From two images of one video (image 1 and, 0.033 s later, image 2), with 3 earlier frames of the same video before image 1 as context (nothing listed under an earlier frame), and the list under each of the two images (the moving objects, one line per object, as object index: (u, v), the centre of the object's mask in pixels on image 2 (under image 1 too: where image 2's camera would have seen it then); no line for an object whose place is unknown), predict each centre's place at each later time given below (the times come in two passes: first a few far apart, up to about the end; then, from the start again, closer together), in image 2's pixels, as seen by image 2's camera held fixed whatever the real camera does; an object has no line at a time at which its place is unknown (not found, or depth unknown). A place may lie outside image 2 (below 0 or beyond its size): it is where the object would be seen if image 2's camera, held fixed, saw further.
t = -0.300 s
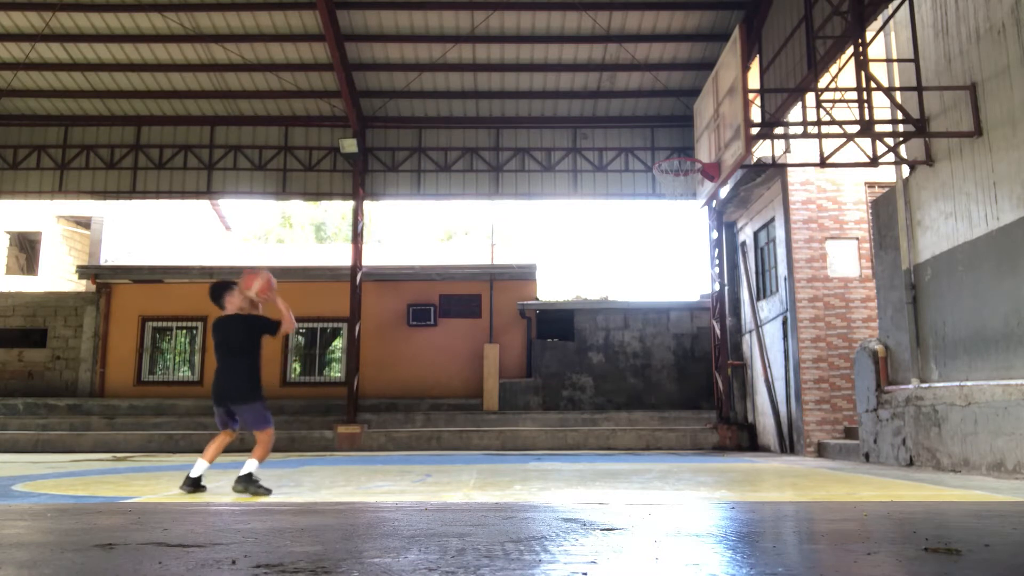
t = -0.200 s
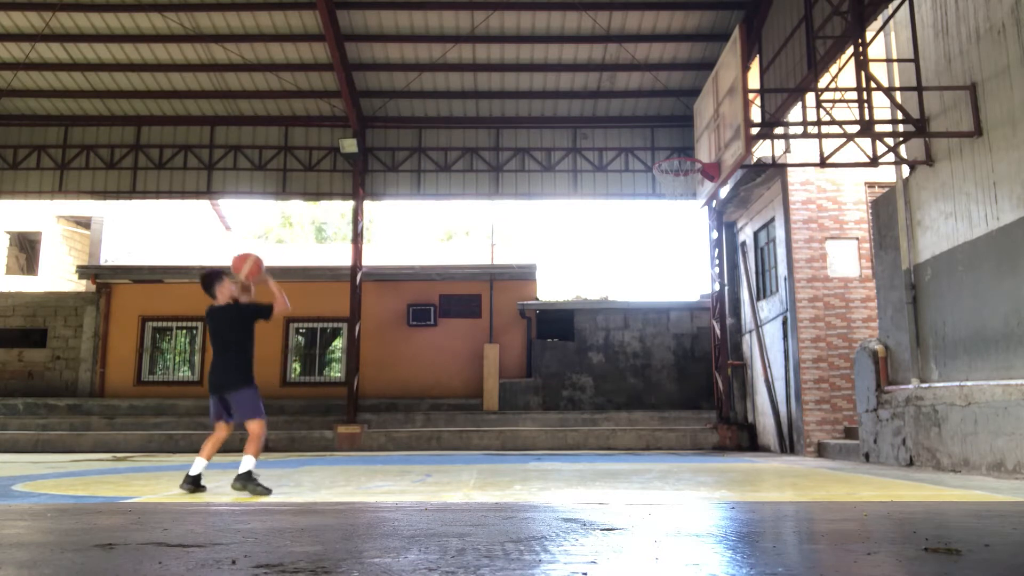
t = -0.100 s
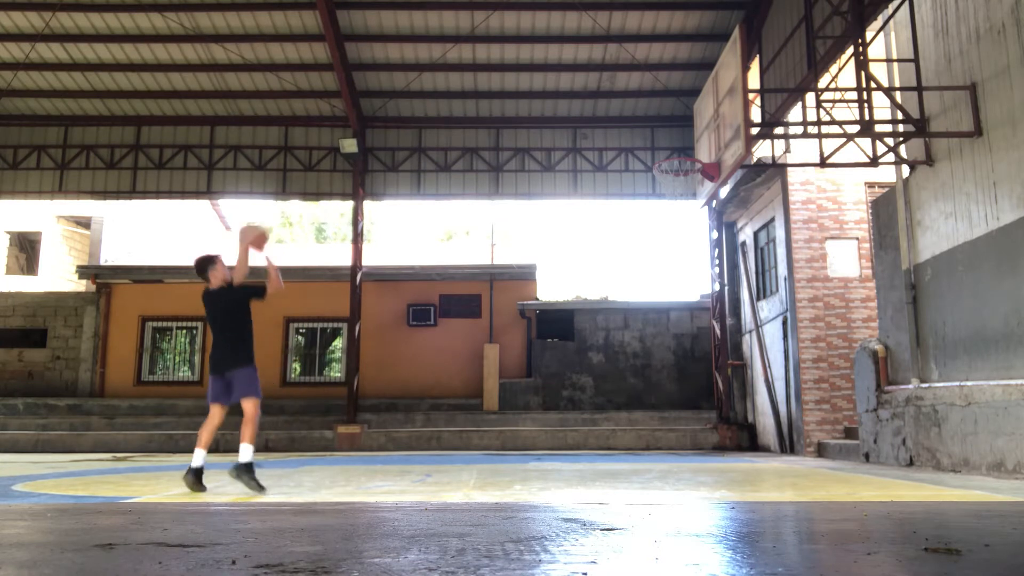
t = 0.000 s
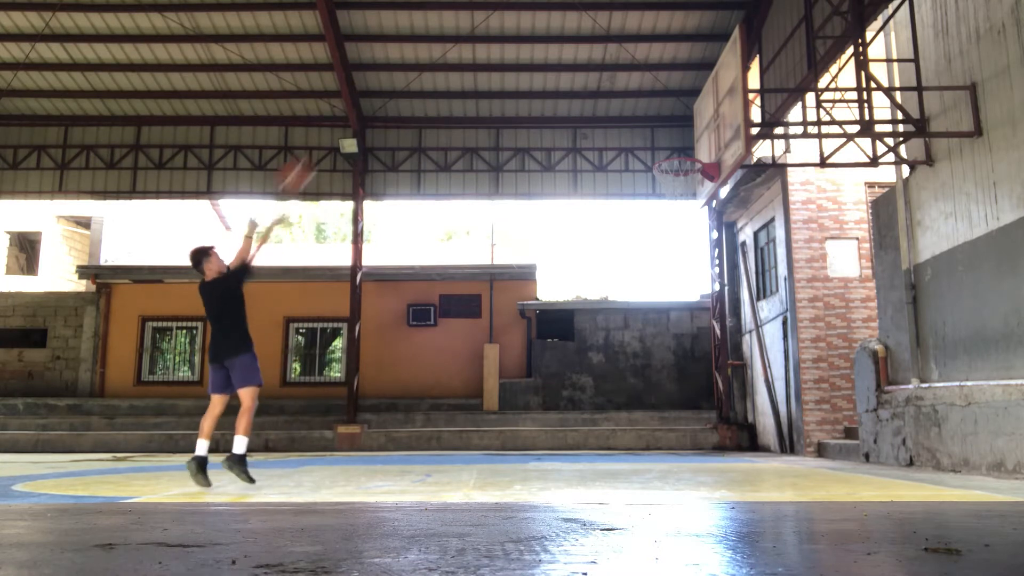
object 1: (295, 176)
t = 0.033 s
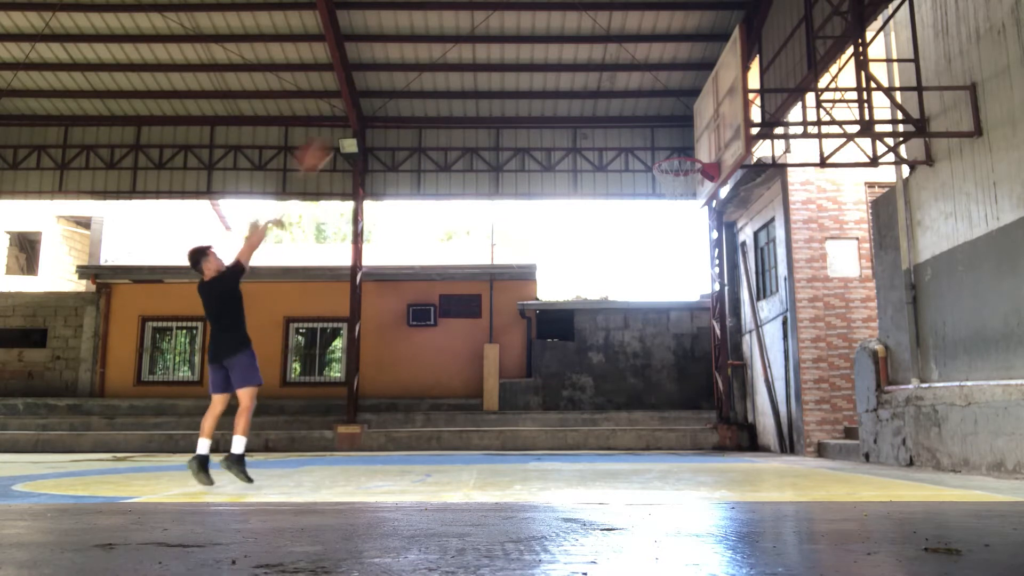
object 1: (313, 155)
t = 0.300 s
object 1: (434, 63)
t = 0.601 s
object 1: (545, 63)
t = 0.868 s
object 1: (629, 132)
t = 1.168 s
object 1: (588, 144)
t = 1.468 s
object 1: (510, 199)
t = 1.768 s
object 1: (426, 349)
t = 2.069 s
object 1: (361, 381)
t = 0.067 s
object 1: (328, 138)
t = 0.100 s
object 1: (348, 122)
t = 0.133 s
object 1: (360, 111)
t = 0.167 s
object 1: (376, 97)
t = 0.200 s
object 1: (393, 87)
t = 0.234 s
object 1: (405, 79)
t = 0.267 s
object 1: (421, 70)
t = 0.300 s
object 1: (434, 63)
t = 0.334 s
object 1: (447, 60)
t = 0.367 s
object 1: (461, 56)
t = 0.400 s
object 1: (474, 55)
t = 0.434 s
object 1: (487, 54)
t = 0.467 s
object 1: (499, 55)
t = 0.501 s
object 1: (512, 55)
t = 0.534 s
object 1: (523, 57)
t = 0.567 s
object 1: (534, 59)
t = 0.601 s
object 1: (545, 63)
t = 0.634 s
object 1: (556, 68)
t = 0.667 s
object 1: (568, 76)
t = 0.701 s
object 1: (579, 84)
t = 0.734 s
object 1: (589, 90)
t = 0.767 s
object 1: (599, 100)
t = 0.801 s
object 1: (610, 110)
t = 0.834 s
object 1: (620, 119)
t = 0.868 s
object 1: (629, 132)
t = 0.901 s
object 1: (641, 144)
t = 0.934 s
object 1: (647, 156)
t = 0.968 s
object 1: (643, 153)
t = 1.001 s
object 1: (633, 149)
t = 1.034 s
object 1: (624, 146)
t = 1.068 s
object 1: (615, 144)
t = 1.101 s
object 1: (607, 142)
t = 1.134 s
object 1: (597, 143)
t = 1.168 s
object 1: (588, 144)
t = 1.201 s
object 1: (581, 146)
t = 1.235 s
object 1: (571, 150)
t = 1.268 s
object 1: (563, 154)
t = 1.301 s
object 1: (554, 159)
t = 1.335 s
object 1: (544, 166)
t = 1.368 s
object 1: (536, 174)
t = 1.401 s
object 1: (527, 183)
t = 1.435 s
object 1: (518, 189)
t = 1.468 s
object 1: (510, 199)
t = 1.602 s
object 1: (473, 256)
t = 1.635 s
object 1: (464, 275)
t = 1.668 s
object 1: (455, 289)
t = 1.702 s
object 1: (446, 308)
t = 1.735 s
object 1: (437, 326)
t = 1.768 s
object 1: (426, 349)
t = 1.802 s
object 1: (416, 373)
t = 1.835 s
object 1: (407, 396)
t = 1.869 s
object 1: (397, 422)
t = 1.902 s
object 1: (388, 446)
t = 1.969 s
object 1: (374, 438)
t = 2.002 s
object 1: (370, 419)
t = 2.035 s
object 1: (365, 399)
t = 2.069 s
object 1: (361, 381)
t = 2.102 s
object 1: (356, 364)
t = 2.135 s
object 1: (353, 348)
